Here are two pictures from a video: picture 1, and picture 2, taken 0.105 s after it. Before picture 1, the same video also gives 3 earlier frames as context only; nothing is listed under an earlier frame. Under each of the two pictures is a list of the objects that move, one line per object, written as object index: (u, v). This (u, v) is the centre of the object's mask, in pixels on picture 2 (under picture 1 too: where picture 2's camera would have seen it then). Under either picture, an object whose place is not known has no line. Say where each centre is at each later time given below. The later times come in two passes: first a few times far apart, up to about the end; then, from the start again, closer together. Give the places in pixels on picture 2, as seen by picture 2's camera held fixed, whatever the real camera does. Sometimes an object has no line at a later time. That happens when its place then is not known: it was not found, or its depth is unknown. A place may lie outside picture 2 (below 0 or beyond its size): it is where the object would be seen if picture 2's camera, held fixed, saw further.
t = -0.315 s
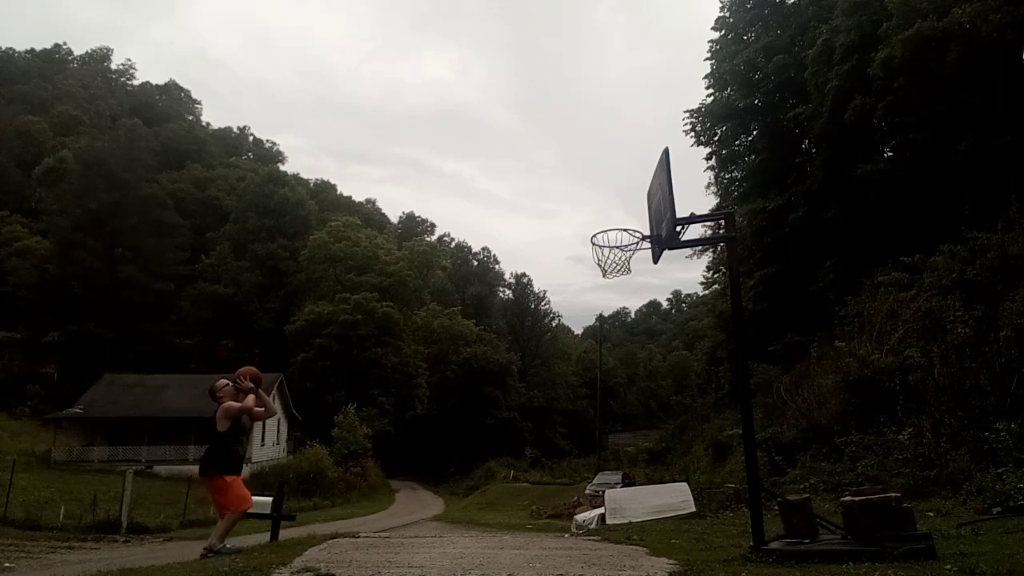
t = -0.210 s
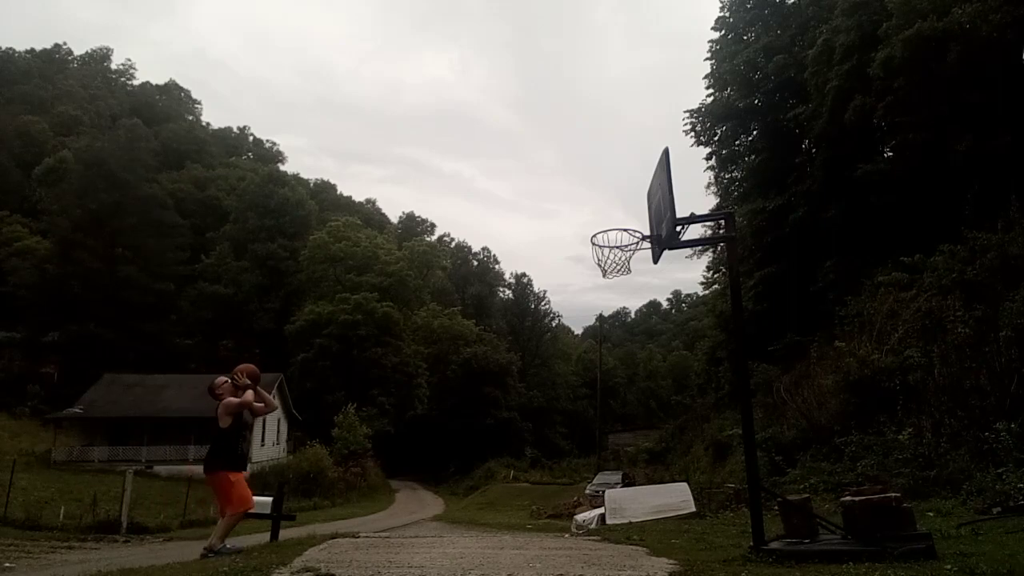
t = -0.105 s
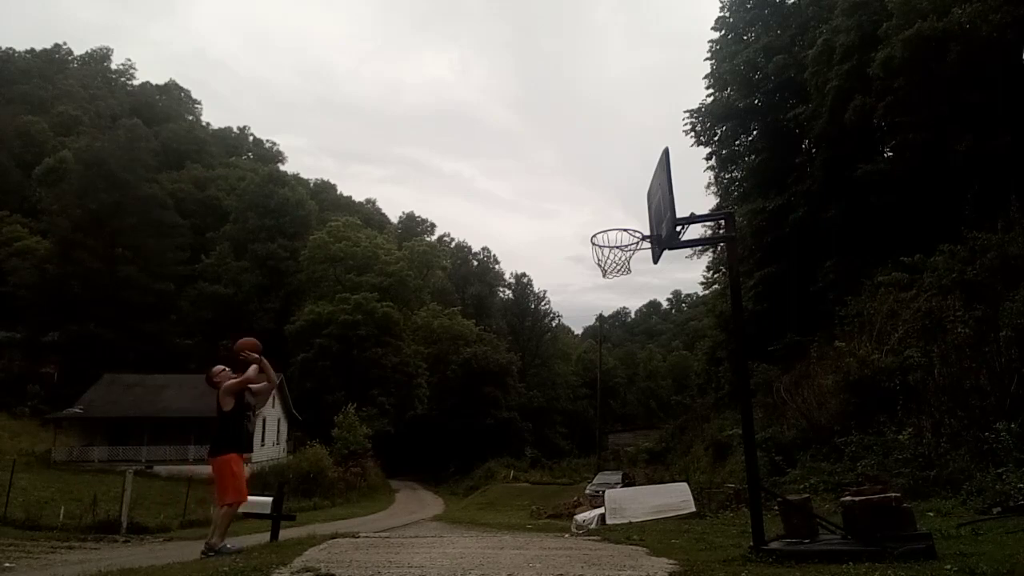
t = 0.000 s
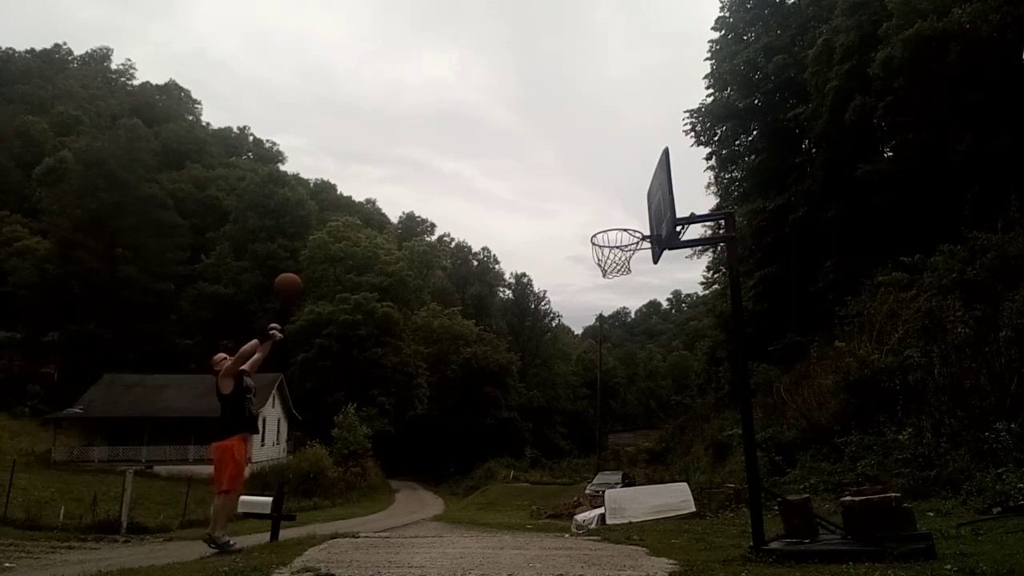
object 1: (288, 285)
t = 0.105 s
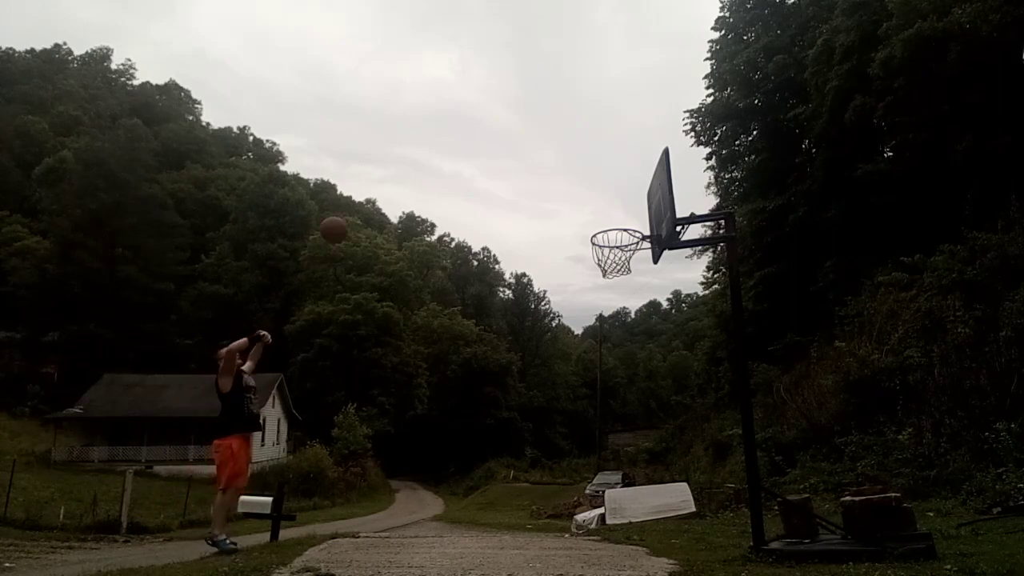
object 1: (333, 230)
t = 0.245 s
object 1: (393, 172)
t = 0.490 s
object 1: (497, 118)
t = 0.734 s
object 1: (604, 125)
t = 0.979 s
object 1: (639, 127)
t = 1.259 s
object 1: (609, 141)
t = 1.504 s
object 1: (583, 231)
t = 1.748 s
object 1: (557, 406)
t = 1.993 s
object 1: (536, 456)
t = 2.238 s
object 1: (527, 325)
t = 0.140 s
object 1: (349, 213)
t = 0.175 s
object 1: (363, 199)
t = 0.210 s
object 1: (379, 184)
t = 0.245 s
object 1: (393, 172)
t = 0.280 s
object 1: (408, 160)
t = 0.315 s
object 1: (422, 150)
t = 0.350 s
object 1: (437, 141)
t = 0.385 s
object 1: (452, 134)
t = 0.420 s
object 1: (466, 127)
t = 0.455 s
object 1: (481, 122)
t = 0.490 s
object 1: (497, 118)
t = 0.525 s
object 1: (512, 115)
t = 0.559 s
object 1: (527, 114)
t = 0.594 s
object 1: (542, 113)
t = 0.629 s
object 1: (557, 114)
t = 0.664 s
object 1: (573, 116)
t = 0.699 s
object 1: (588, 120)
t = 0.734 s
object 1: (604, 125)
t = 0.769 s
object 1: (619, 132)
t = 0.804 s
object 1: (635, 139)
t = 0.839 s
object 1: (651, 149)
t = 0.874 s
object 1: (650, 144)
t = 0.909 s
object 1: (647, 137)
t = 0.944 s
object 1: (643, 131)
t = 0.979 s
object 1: (639, 127)
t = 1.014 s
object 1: (636, 124)
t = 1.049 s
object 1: (632, 122)
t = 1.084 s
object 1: (628, 122)
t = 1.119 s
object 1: (624, 123)
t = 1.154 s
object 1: (621, 125)
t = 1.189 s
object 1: (617, 129)
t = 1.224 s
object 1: (613, 135)
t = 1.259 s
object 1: (609, 141)
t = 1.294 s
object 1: (606, 150)
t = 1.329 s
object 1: (602, 159)
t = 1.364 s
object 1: (598, 171)
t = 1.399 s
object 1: (595, 183)
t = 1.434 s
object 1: (591, 198)
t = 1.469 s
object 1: (587, 214)
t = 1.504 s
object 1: (583, 231)
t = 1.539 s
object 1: (580, 251)
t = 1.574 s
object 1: (576, 272)
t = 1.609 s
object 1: (572, 295)
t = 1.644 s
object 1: (568, 320)
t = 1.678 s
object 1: (565, 346)
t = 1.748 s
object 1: (557, 406)
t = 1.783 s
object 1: (553, 441)
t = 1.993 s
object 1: (536, 456)
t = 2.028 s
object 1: (535, 432)
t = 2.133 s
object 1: (530, 370)
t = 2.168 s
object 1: (530, 354)
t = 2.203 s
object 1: (528, 338)
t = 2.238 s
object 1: (527, 325)
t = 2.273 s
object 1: (525, 312)
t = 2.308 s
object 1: (524, 302)
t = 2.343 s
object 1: (523, 293)
